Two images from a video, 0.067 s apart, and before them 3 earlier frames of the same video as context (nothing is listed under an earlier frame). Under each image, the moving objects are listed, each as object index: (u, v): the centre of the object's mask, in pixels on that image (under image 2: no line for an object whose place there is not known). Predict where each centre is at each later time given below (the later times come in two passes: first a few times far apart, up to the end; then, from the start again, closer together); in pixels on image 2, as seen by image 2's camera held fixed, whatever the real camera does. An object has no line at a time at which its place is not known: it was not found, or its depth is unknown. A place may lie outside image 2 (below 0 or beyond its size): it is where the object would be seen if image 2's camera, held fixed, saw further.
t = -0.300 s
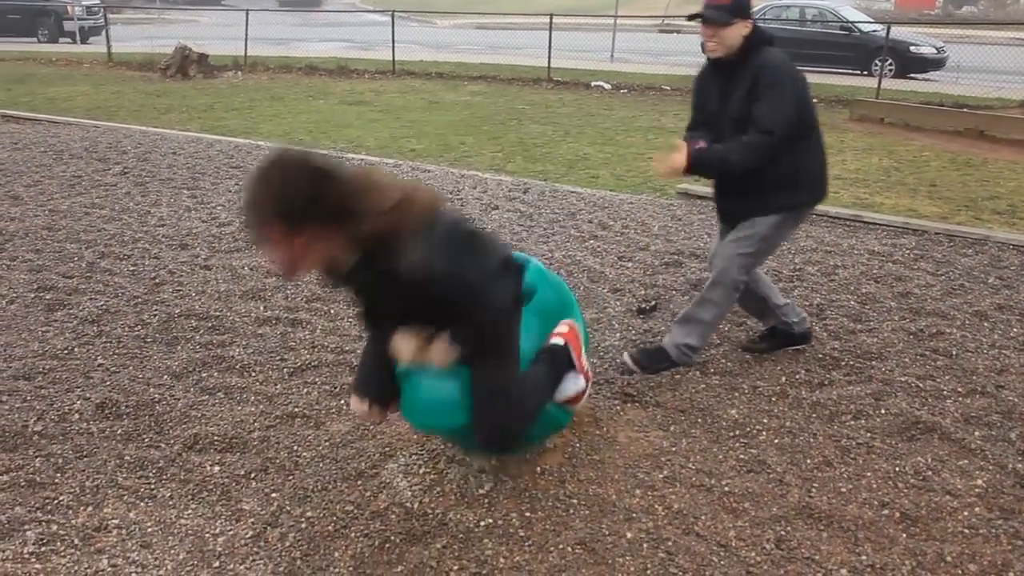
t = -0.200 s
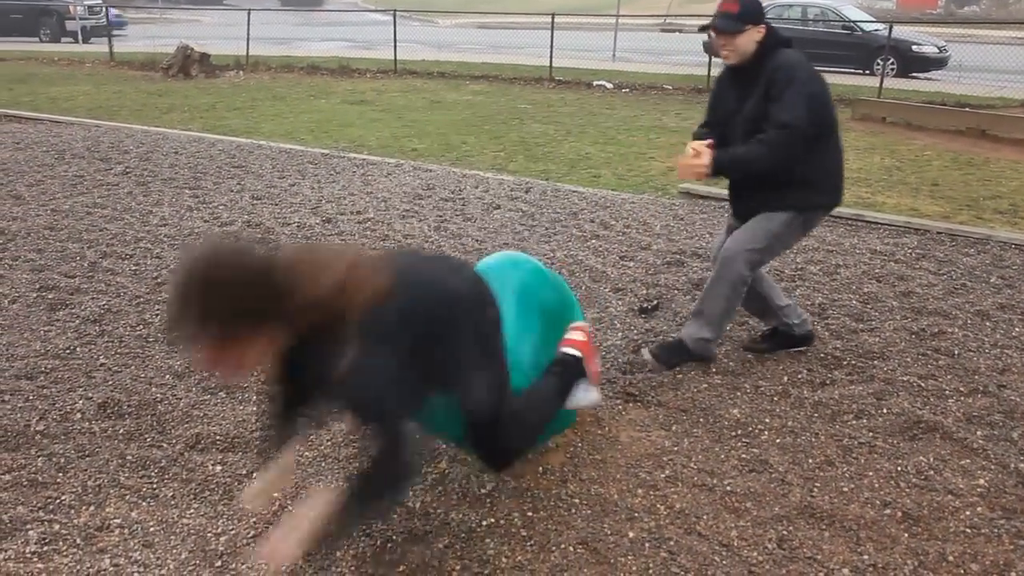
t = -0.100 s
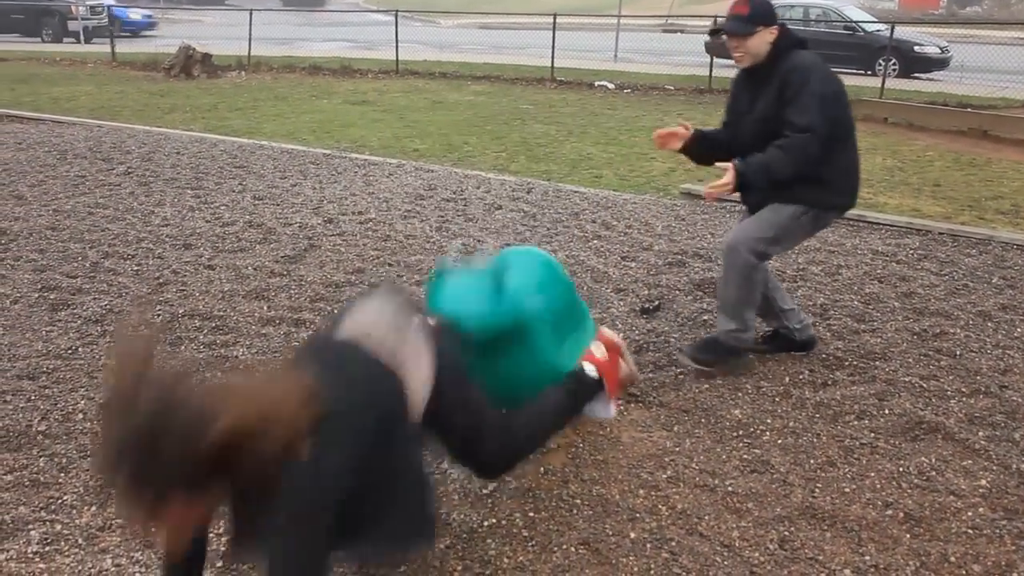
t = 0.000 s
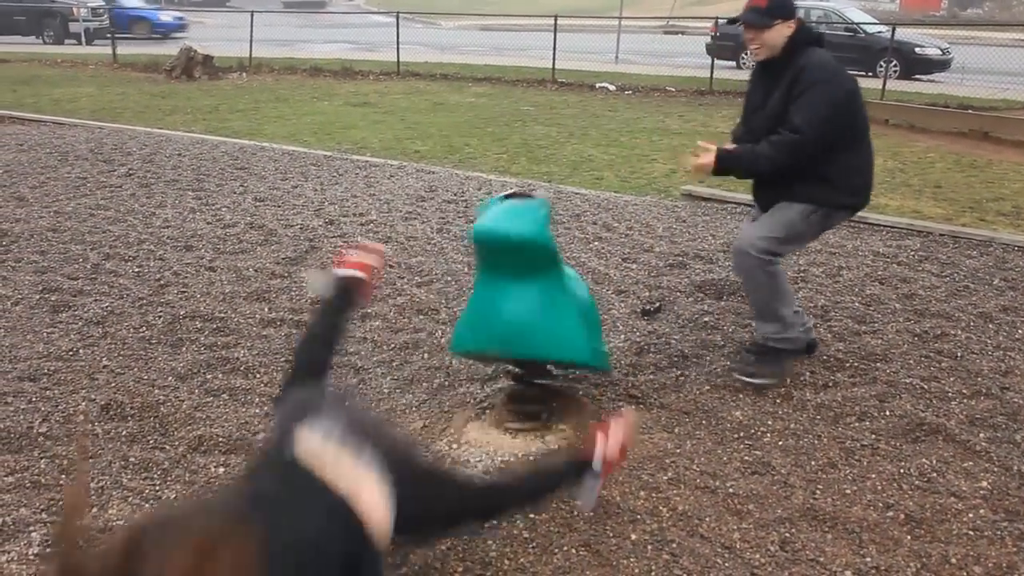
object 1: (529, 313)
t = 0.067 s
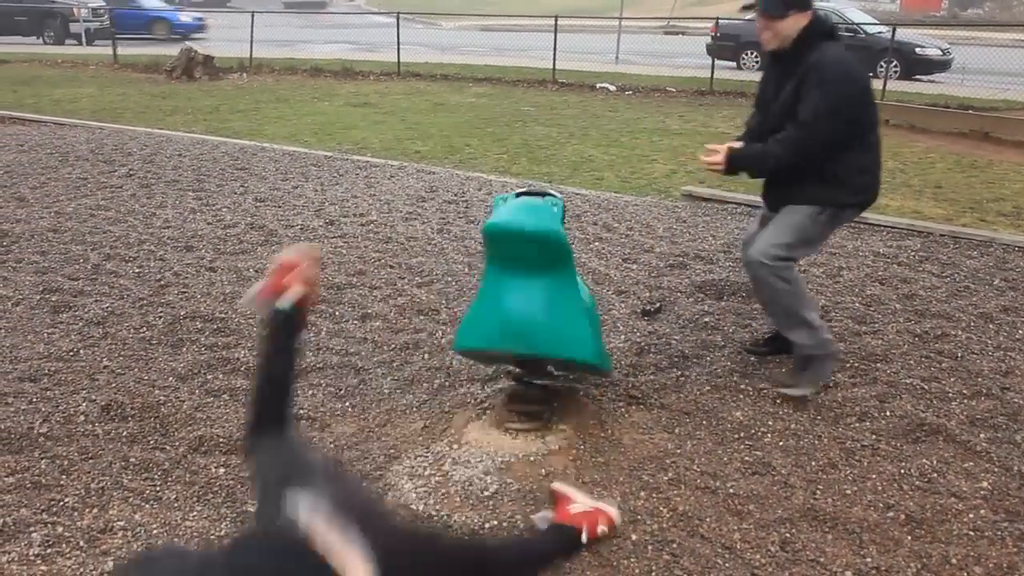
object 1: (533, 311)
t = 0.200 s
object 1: (515, 341)
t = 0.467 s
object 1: (524, 313)
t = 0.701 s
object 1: (511, 334)
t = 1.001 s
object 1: (526, 312)
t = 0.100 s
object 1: (531, 313)
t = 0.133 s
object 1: (525, 318)
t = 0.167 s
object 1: (520, 329)
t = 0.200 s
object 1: (515, 341)
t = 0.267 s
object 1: (506, 356)
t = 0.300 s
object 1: (504, 357)
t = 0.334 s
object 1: (504, 352)
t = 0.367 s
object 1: (509, 343)
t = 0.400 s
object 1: (515, 334)
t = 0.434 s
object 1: (520, 326)
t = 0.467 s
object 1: (524, 313)
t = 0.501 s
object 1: (528, 307)
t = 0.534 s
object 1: (531, 311)
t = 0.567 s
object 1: (529, 307)
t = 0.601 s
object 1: (527, 314)
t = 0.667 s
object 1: (517, 331)
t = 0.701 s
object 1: (511, 334)
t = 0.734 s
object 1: (508, 344)
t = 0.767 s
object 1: (506, 351)
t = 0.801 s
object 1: (506, 352)
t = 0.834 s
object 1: (507, 348)
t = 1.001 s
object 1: (526, 312)
